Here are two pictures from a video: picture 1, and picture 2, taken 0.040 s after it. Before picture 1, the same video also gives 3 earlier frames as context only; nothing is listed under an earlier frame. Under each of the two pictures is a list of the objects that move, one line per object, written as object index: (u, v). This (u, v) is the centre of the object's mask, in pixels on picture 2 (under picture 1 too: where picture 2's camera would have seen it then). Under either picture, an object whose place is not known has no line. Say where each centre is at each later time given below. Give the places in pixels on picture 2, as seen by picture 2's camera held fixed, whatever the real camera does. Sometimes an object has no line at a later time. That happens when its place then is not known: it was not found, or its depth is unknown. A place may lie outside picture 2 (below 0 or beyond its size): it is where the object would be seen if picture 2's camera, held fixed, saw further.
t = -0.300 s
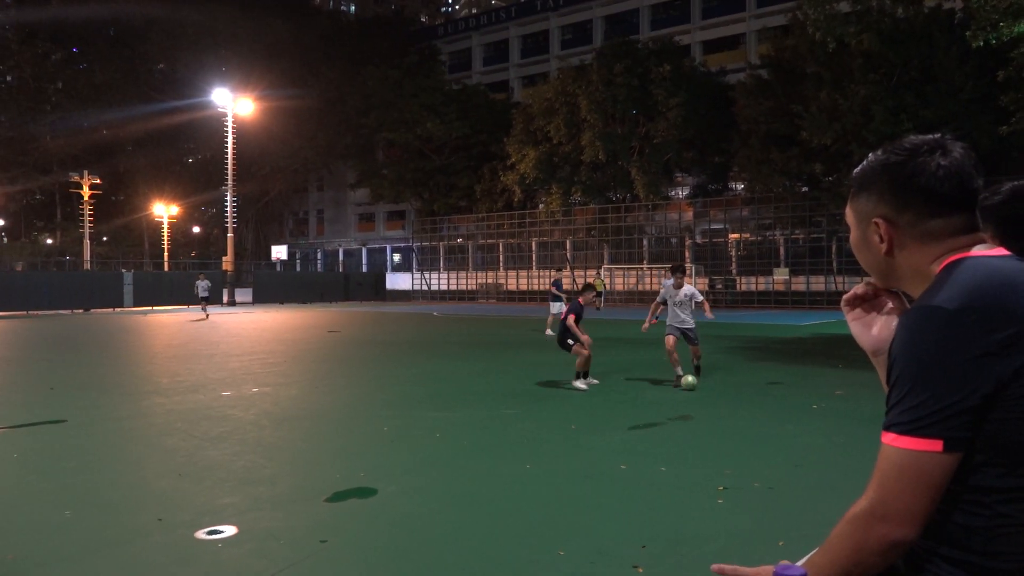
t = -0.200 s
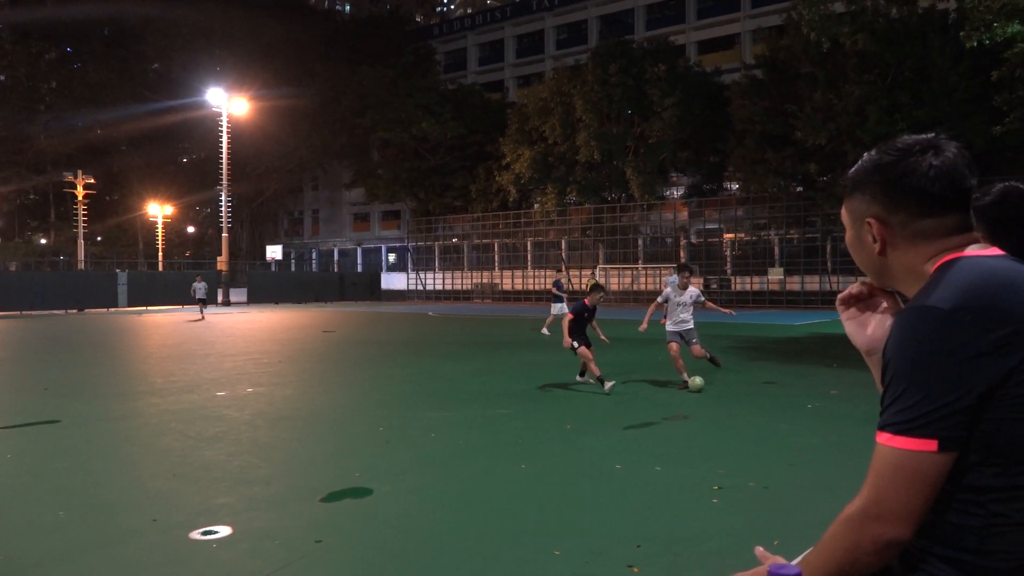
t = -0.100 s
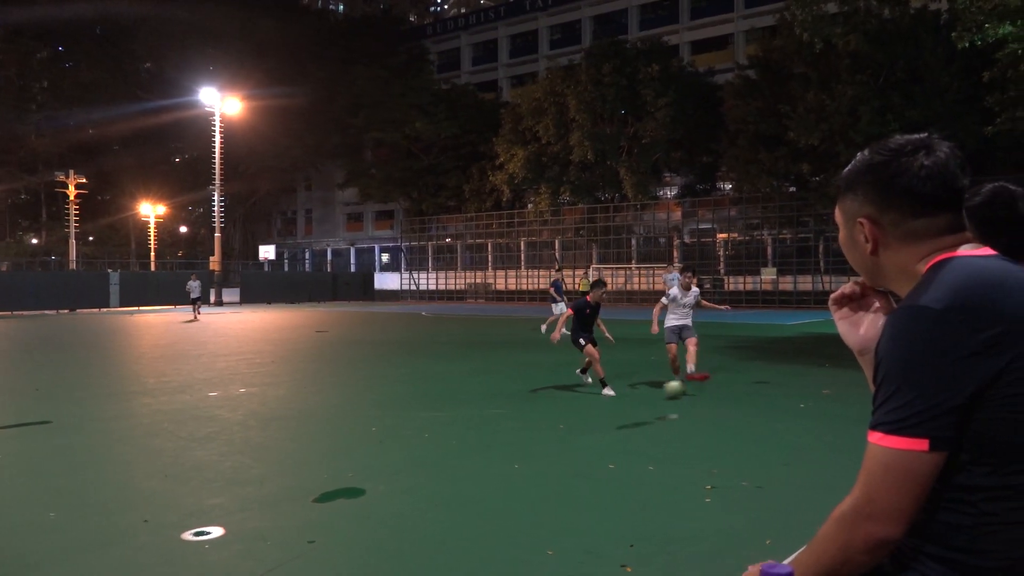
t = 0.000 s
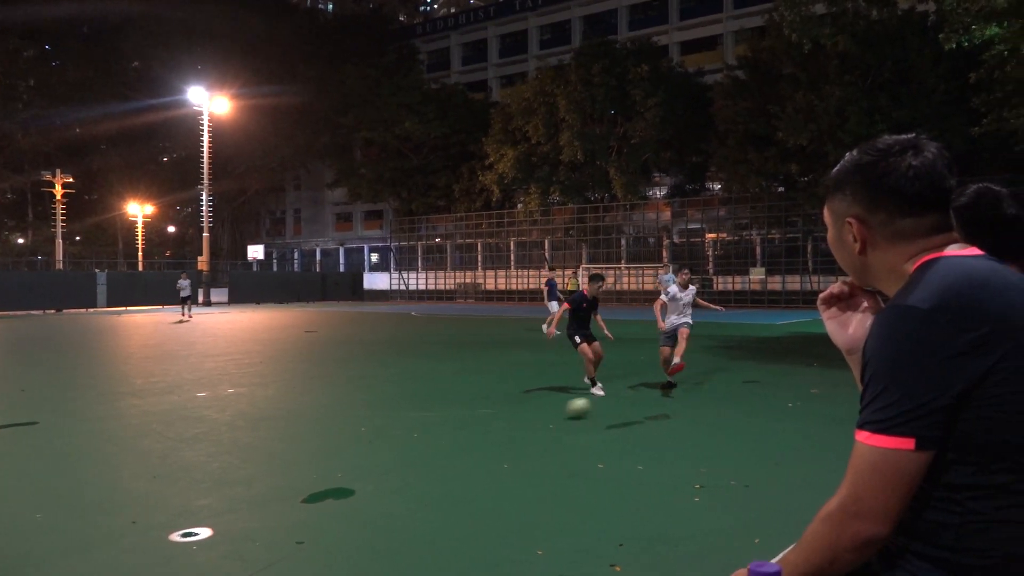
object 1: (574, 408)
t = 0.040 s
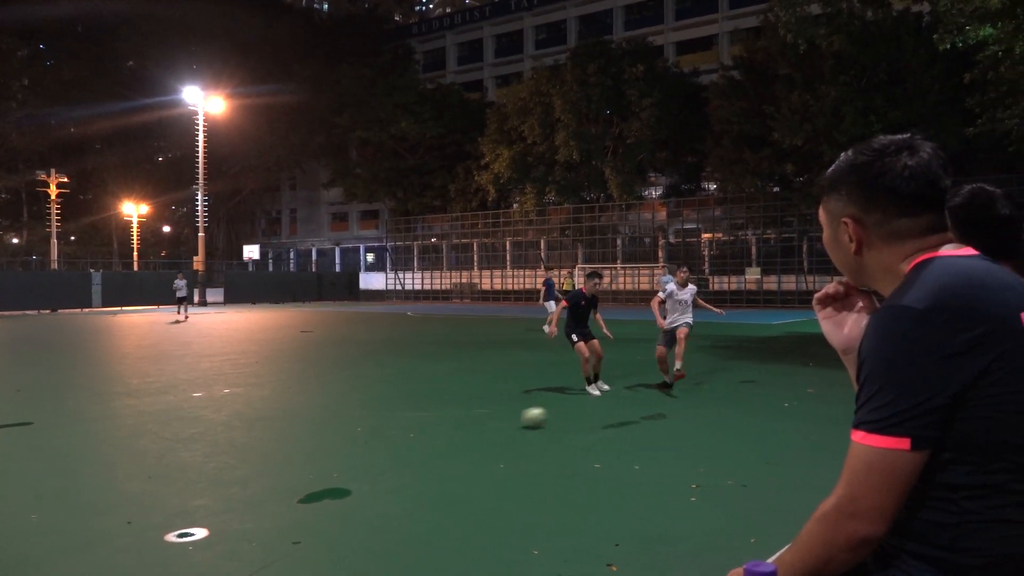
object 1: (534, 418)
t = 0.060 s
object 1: (512, 421)
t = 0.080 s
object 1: (491, 424)
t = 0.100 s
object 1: (468, 429)
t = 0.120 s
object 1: (444, 433)
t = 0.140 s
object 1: (417, 438)
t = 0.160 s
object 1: (389, 445)
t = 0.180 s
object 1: (359, 452)
